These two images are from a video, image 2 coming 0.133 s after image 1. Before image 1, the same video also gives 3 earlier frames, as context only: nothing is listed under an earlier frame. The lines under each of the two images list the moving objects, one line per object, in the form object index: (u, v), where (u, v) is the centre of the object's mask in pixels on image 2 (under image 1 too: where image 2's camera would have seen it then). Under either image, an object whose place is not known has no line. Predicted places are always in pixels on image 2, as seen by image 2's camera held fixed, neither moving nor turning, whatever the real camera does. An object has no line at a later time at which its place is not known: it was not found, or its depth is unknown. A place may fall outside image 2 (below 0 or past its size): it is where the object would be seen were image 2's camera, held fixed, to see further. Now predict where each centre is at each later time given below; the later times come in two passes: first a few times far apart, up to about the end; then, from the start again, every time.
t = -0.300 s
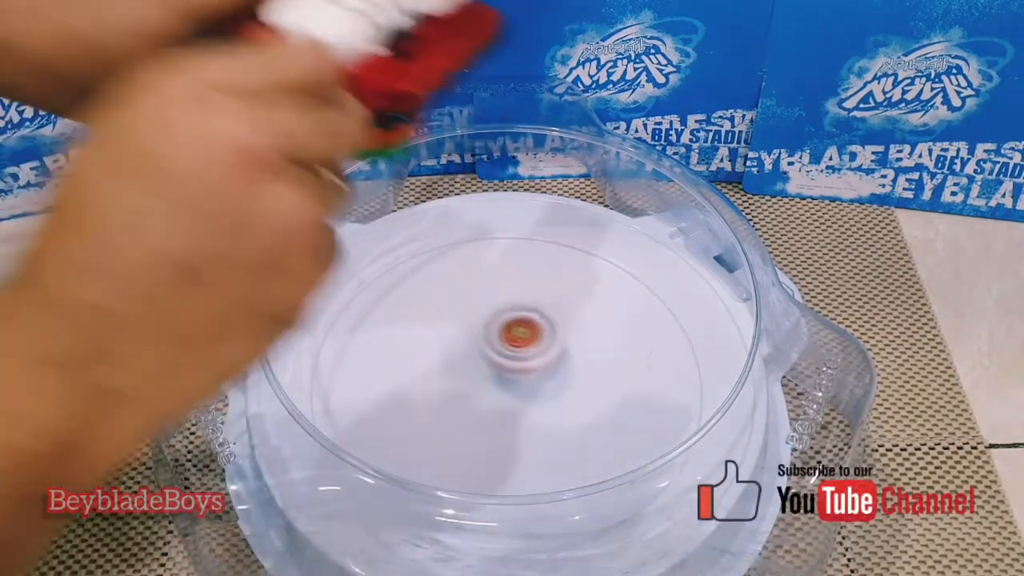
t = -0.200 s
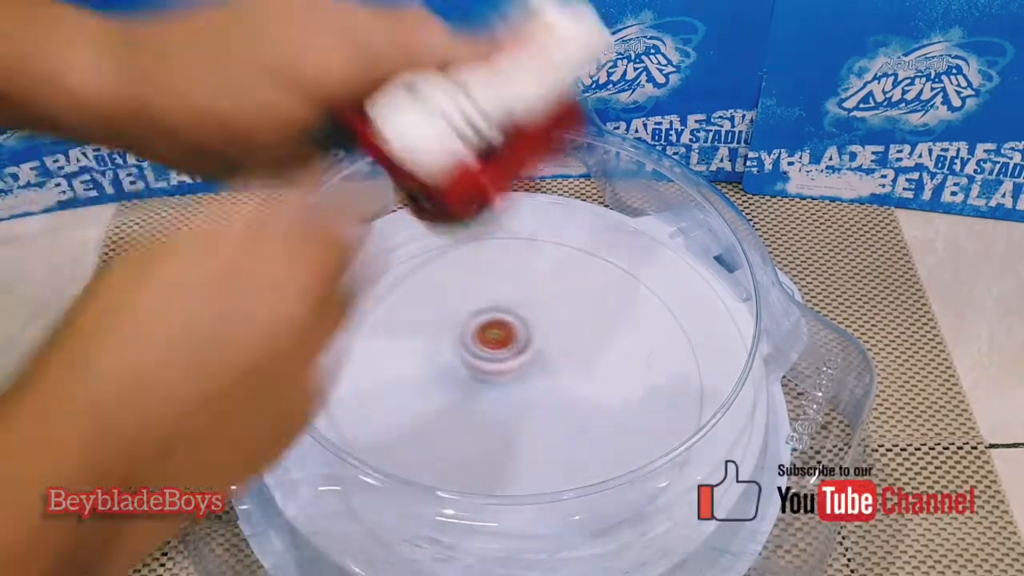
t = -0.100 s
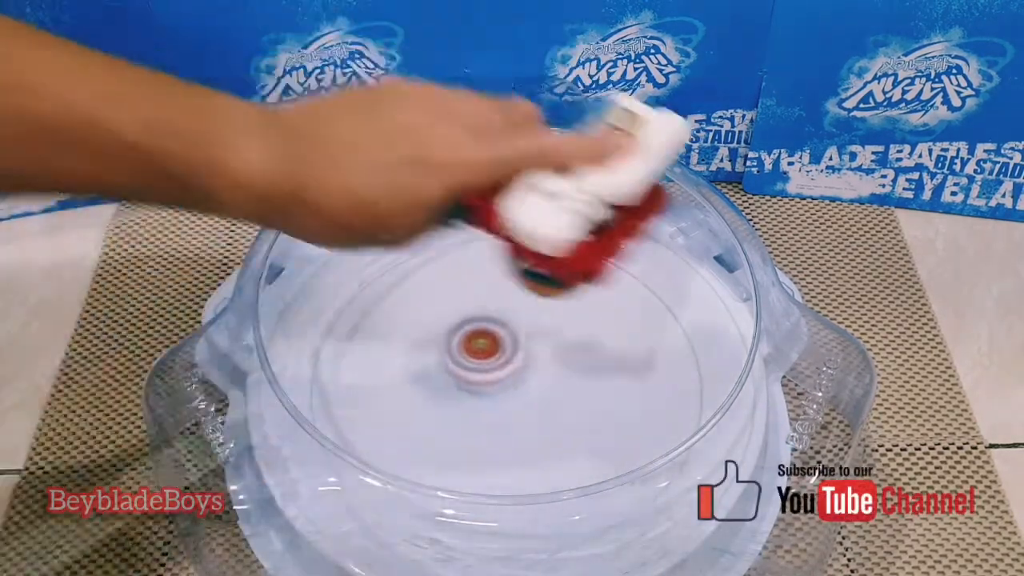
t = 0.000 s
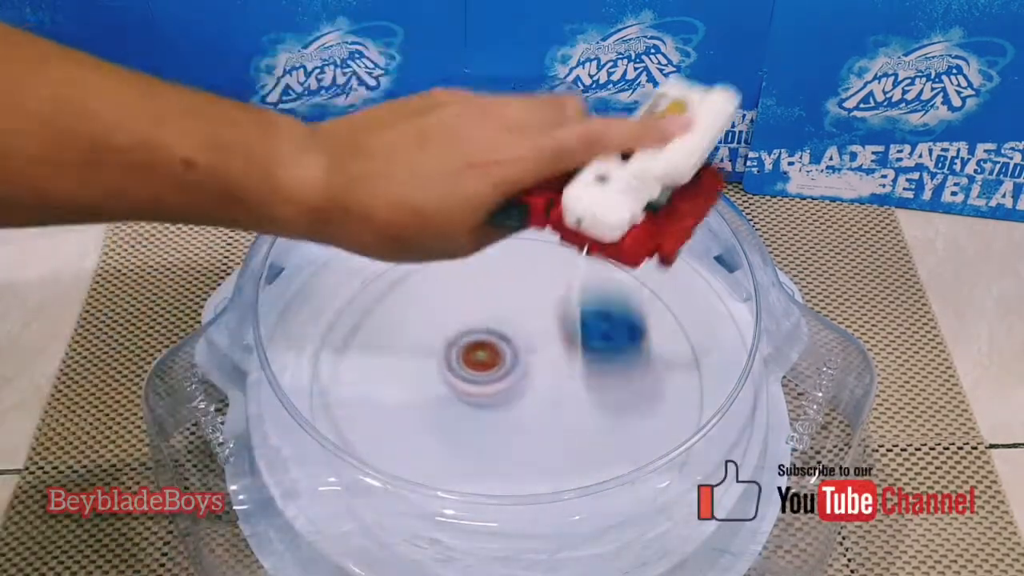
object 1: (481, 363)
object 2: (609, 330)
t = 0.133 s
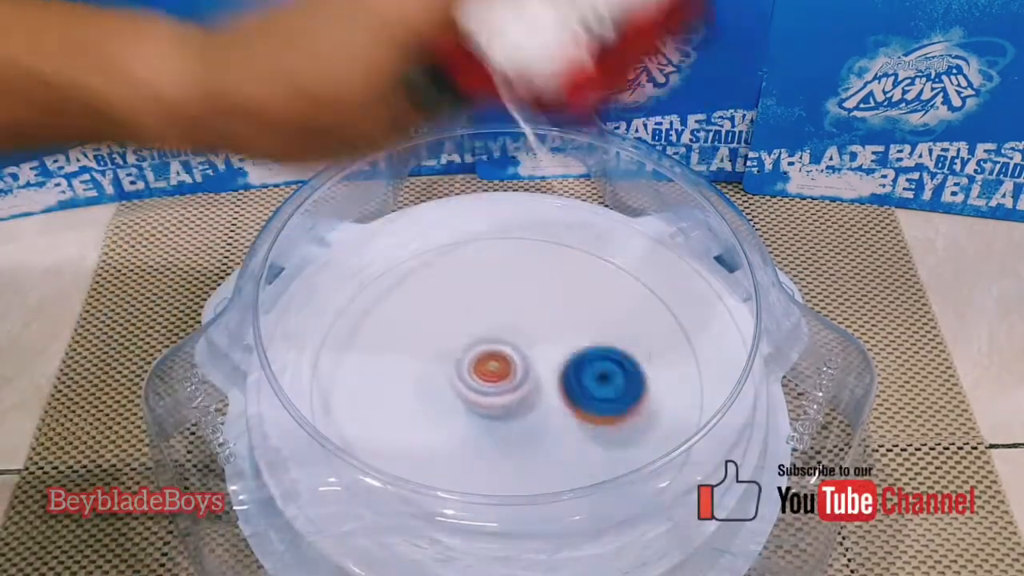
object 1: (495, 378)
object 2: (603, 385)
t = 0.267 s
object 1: (488, 362)
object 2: (585, 407)
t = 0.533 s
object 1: (440, 333)
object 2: (571, 365)
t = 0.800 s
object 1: (478, 404)
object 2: (518, 330)
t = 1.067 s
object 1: (583, 405)
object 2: (529, 333)
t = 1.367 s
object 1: (559, 316)
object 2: (467, 351)
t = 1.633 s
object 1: (444, 359)
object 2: (544, 452)
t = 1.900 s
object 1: (546, 465)
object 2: (581, 292)
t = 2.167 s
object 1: (630, 339)
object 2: (335, 332)
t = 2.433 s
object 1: (419, 306)
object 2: (582, 510)
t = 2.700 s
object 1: (425, 483)
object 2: (654, 264)
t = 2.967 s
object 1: (643, 399)
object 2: (364, 249)
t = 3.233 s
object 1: (513, 255)
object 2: (458, 530)
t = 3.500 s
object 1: (353, 366)
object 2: (750, 371)
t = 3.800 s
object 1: (584, 461)
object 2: (482, 248)
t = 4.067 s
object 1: (626, 297)
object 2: (344, 422)
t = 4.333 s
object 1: (451, 285)
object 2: (598, 475)
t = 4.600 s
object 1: (429, 437)
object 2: (610, 289)
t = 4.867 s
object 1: (608, 443)
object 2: (420, 274)
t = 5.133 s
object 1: (593, 310)
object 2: (414, 439)
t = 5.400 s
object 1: (428, 309)
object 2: (620, 436)
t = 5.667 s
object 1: (412, 439)
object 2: (603, 292)
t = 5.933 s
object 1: (590, 435)
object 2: (416, 320)
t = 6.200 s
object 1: (590, 301)
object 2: (443, 462)
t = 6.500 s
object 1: (429, 297)
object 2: (634, 400)
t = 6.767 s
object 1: (438, 433)
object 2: (528, 281)
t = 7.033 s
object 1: (605, 435)
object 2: (377, 339)
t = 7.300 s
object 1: (603, 316)
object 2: (474, 462)
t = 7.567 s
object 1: (448, 308)
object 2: (632, 376)
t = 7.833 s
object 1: (409, 421)
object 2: (537, 266)
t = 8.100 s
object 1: (564, 451)
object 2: (398, 352)
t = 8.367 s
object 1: (599, 326)
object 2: (516, 475)
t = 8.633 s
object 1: (475, 281)
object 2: (645, 373)
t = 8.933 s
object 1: (415, 400)
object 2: (487, 287)
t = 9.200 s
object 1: (561, 451)
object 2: (380, 393)
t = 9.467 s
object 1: (625, 347)
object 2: (532, 465)
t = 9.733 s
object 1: (502, 292)
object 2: (610, 338)
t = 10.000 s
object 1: (402, 375)
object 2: (474, 274)
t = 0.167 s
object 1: (497, 380)
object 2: (594, 385)
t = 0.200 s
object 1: (499, 381)
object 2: (585, 396)
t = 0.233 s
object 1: (498, 379)
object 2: (582, 411)
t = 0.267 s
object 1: (488, 362)
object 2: (585, 407)
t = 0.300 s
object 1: (480, 352)
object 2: (589, 411)
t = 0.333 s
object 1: (474, 343)
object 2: (590, 411)
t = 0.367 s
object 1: (470, 338)
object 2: (591, 405)
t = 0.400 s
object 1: (465, 333)
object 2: (590, 398)
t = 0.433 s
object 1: (458, 330)
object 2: (587, 390)
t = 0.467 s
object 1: (453, 329)
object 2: (582, 382)
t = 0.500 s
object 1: (446, 330)
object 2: (577, 373)
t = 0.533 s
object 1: (440, 333)
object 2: (571, 365)
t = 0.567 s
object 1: (434, 338)
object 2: (563, 357)
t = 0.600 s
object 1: (431, 345)
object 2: (554, 349)
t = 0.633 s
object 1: (431, 354)
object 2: (545, 343)
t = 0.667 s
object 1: (434, 366)
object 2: (537, 338)
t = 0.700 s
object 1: (441, 377)
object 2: (530, 333)
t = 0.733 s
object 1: (454, 387)
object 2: (522, 332)
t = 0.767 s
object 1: (470, 393)
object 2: (517, 332)
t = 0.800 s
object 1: (478, 404)
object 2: (518, 330)
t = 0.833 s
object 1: (483, 417)
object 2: (526, 326)
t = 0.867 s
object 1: (492, 425)
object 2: (532, 324)
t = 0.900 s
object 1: (505, 430)
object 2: (536, 325)
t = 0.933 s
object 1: (520, 429)
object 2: (539, 328)
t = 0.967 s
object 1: (537, 427)
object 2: (540, 333)
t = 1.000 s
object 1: (553, 414)
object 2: (539, 338)
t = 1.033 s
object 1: (567, 407)
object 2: (535, 338)
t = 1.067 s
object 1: (583, 405)
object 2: (529, 333)
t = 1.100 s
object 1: (598, 405)
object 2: (520, 326)
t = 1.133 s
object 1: (608, 400)
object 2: (513, 320)
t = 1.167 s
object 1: (613, 391)
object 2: (505, 318)
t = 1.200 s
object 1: (613, 377)
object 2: (498, 318)
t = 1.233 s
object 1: (609, 363)
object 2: (493, 320)
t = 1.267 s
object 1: (601, 349)
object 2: (489, 325)
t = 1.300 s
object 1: (586, 336)
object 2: (486, 332)
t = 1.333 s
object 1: (567, 325)
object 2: (483, 340)
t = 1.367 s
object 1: (559, 316)
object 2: (467, 351)
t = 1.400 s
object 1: (552, 309)
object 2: (451, 366)
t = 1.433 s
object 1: (541, 305)
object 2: (443, 383)
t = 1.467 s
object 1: (527, 305)
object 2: (442, 402)
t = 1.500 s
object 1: (509, 307)
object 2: (451, 420)
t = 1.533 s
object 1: (490, 316)
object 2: (468, 435)
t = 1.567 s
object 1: (471, 327)
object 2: (489, 446)
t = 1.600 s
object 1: (455, 341)
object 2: (516, 452)
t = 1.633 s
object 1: (444, 359)
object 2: (544, 452)
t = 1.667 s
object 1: (439, 377)
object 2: (572, 444)
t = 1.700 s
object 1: (440, 399)
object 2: (596, 428)
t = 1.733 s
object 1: (445, 420)
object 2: (614, 408)
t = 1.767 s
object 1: (456, 437)
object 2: (623, 385)
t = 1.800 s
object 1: (473, 452)
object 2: (624, 358)
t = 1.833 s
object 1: (493, 462)
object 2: (617, 336)
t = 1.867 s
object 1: (521, 464)
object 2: (602, 312)
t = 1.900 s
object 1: (546, 465)
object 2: (581, 292)
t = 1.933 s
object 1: (571, 461)
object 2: (554, 277)
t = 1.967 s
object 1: (595, 452)
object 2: (524, 266)
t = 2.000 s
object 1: (617, 442)
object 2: (490, 262)
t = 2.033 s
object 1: (636, 427)
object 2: (456, 263)
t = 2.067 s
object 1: (647, 408)
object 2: (420, 270)
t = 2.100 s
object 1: (648, 385)
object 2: (387, 284)
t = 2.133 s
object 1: (642, 361)
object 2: (358, 305)
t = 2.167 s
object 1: (630, 339)
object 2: (335, 332)
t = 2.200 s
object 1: (612, 321)
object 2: (322, 363)
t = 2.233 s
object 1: (589, 305)
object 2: (324, 395)
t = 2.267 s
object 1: (561, 294)
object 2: (335, 433)
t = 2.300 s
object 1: (535, 288)
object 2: (365, 468)
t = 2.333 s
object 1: (506, 287)
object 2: (406, 495)
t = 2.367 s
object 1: (476, 289)
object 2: (461, 518)
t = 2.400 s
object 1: (447, 296)
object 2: (520, 523)
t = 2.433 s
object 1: (419, 306)
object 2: (582, 510)
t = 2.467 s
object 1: (396, 325)
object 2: (640, 484)
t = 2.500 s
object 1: (381, 343)
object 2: (685, 450)
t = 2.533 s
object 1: (365, 366)
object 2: (721, 410)
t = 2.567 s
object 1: (363, 394)
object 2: (743, 371)
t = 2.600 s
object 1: (367, 414)
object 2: (732, 341)
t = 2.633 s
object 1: (380, 442)
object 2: (708, 316)
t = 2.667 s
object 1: (398, 463)
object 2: (682, 289)
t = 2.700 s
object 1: (425, 483)
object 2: (654, 264)
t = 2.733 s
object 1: (455, 493)
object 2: (621, 243)
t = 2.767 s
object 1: (489, 502)
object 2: (585, 227)
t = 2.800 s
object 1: (526, 498)
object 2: (546, 214)
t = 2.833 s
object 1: (563, 487)
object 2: (505, 206)
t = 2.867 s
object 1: (598, 473)
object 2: (464, 203)
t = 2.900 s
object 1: (615, 448)
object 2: (422, 205)
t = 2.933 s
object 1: (634, 427)
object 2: (392, 221)
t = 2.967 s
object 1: (643, 399)
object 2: (364, 249)
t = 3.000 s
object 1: (645, 376)
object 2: (342, 277)
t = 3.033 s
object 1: (639, 350)
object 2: (325, 311)
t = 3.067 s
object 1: (626, 326)
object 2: (318, 349)
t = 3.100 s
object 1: (610, 304)
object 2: (321, 387)
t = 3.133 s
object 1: (591, 287)
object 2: (335, 430)
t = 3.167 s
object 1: (570, 273)
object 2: (362, 469)
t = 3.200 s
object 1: (544, 263)
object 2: (404, 501)
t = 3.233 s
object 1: (513, 255)
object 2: (458, 530)
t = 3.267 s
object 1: (483, 254)
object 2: (511, 540)
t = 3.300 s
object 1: (455, 255)
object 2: (564, 540)
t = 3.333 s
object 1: (425, 262)
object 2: (613, 534)
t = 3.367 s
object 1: (402, 271)
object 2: (657, 507)
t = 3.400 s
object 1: (380, 291)
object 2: (690, 476)
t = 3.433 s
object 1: (364, 316)
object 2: (720, 442)
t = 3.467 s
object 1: (354, 340)
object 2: (742, 405)
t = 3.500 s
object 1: (353, 366)
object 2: (750, 371)
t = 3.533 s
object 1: (357, 390)
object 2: (735, 346)
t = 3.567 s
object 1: (370, 414)
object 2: (710, 324)
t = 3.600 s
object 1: (389, 437)
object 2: (686, 304)
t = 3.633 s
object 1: (417, 451)
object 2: (660, 287)
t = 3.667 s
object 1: (457, 462)
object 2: (628, 274)
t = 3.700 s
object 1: (487, 468)
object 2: (594, 262)
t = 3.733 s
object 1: (524, 483)
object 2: (558, 254)
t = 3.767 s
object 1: (556, 475)
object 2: (518, 249)
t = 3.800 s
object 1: (584, 461)
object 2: (482, 248)
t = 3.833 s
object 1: (605, 443)
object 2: (448, 252)
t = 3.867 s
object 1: (629, 426)
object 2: (415, 261)
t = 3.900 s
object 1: (645, 405)
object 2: (380, 274)
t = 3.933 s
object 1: (655, 385)
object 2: (352, 291)
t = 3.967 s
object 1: (656, 363)
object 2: (331, 316)
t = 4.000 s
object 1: (650, 339)
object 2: (322, 348)
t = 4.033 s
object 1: (642, 316)
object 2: (326, 387)
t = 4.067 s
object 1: (626, 297)
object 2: (344, 422)
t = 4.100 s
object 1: (607, 281)
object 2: (361, 458)
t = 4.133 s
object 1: (588, 270)
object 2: (392, 485)
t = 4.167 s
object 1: (565, 261)
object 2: (429, 502)
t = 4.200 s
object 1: (545, 259)
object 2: (467, 511)
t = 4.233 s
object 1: (520, 260)
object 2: (503, 511)
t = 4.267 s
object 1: (496, 264)
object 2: (539, 505)
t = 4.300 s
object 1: (473, 273)
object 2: (570, 492)
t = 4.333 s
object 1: (451, 285)
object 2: (598, 475)
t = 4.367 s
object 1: (431, 301)
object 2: (623, 446)
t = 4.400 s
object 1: (419, 315)
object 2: (642, 421)
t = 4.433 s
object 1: (407, 334)
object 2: (652, 394)
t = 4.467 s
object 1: (400, 354)
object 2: (652, 369)
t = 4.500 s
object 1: (401, 376)
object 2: (648, 343)
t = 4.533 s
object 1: (405, 397)
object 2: (640, 323)
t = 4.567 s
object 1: (416, 419)
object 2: (627, 305)
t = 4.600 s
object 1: (429, 437)
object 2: (610, 289)
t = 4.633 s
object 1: (448, 452)
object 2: (588, 275)
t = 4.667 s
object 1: (472, 461)
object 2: (565, 264)
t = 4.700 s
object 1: (495, 466)
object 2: (541, 256)
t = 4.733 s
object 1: (519, 467)
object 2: (517, 253)
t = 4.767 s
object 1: (544, 465)
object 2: (489, 252)
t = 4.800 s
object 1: (568, 461)
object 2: (463, 256)
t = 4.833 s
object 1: (594, 452)
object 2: (441, 263)
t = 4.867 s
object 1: (608, 443)
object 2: (420, 274)
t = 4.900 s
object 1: (625, 431)
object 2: (402, 289)
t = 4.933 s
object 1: (636, 412)
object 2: (388, 307)
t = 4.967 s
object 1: (639, 394)
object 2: (379, 327)
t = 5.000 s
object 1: (636, 375)
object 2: (375, 348)
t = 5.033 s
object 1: (631, 356)
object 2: (376, 372)
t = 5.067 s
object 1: (622, 339)
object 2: (382, 397)
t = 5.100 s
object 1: (608, 323)
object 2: (396, 418)
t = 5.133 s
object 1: (593, 310)
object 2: (414, 439)
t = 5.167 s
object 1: (573, 301)
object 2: (436, 451)
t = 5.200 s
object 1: (551, 294)
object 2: (463, 460)
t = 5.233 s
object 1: (531, 290)
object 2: (491, 466)
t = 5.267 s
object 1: (511, 290)
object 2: (520, 473)
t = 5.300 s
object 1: (490, 290)
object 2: (551, 471)
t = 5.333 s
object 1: (467, 293)
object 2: (578, 463)
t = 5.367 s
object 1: (447, 301)
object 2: (600, 448)
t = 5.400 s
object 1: (428, 309)
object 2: (620, 436)
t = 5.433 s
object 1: (412, 320)
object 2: (636, 422)
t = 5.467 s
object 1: (401, 333)
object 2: (646, 402)
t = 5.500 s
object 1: (393, 349)
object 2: (652, 382)
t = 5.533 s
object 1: (385, 365)
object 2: (653, 362)
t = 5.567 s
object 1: (384, 385)
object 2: (648, 341)
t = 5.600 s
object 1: (389, 405)
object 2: (638, 322)
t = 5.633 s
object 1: (399, 423)
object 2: (623, 305)
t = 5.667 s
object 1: (412, 439)
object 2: (603, 292)
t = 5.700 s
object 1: (432, 450)
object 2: (581, 282)
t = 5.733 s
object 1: (457, 458)
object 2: (557, 276)
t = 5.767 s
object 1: (479, 462)
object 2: (531, 274)
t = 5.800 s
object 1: (501, 464)
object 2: (503, 276)
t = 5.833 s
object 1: (529, 462)
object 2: (478, 282)
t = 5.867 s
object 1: (552, 457)
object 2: (455, 292)
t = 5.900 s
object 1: (572, 448)
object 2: (434, 305)
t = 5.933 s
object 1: (590, 435)
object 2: (416, 320)
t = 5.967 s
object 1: (605, 418)
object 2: (403, 338)
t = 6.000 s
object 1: (616, 402)
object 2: (394, 358)
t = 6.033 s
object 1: (620, 383)
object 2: (389, 377)
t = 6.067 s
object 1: (621, 365)
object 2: (389, 399)
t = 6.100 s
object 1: (618, 348)
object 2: (395, 421)
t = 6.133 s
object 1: (612, 330)
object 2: (405, 439)
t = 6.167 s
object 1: (602, 315)
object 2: (421, 452)
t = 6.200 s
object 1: (590, 301)
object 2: (443, 462)
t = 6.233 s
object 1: (576, 291)
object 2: (467, 470)
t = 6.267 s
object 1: (560, 283)
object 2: (493, 489)
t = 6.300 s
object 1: (544, 277)
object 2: (523, 490)
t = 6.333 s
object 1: (523, 272)
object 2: (550, 485)
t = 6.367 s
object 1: (500, 271)
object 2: (578, 475)
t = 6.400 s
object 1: (481, 273)
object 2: (600, 459)
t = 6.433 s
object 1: (460, 279)
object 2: (616, 440)
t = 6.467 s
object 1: (444, 288)
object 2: (628, 422)
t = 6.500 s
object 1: (429, 297)
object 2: (634, 400)
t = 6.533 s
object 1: (418, 312)
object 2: (635, 379)
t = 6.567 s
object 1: (408, 327)
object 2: (630, 359)
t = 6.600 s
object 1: (401, 347)
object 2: (620, 340)
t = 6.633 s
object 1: (400, 367)
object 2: (606, 322)
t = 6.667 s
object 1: (404, 386)
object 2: (589, 308)
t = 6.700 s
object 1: (413, 404)
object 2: (570, 296)
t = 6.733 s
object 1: (423, 420)
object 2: (550, 287)
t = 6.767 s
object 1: (438, 433)
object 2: (528, 281)
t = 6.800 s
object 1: (457, 445)
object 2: (505, 278)
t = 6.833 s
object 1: (480, 455)
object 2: (481, 278)
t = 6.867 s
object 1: (502, 459)
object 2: (458, 280)
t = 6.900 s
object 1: (526, 460)
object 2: (438, 286)
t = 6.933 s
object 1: (547, 457)
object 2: (418, 295)
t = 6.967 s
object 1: (568, 452)
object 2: (401, 307)
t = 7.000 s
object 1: (588, 445)
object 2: (387, 321)
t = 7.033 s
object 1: (605, 435)
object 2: (377, 339)
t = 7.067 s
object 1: (621, 422)
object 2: (371, 358)
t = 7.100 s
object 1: (631, 405)
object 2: (369, 377)
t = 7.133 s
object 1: (636, 389)
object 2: (374, 397)
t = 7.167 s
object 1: (636, 372)
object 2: (384, 416)
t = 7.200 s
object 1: (633, 356)
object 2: (401, 436)
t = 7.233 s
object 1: (625, 339)
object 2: (423, 448)
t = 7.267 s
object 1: (615, 327)
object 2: (447, 457)
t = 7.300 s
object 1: (603, 316)
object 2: (474, 462)
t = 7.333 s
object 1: (585, 304)
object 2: (504, 464)
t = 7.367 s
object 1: (566, 297)
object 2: (532, 461)
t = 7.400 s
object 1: (546, 292)
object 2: (559, 455)
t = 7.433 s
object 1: (525, 290)
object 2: (584, 445)
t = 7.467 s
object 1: (504, 291)
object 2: (603, 431)
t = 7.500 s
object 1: (484, 294)
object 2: (617, 413)
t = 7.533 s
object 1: (465, 300)
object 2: (627, 395)
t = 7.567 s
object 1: (448, 308)
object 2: (632, 376)
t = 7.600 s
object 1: (433, 317)
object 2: (633, 356)
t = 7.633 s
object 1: (420, 328)
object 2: (630, 337)
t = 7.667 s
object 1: (409, 342)
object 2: (622, 319)
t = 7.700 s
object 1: (401, 357)
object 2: (611, 303)
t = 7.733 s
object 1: (398, 373)
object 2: (597, 290)
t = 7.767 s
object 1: (397, 390)
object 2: (579, 279)
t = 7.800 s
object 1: (401, 405)
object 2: (559, 271)
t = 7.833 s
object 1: (409, 421)
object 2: (537, 266)
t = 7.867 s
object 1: (420, 436)
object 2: (513, 264)
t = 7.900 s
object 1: (437, 448)
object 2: (491, 266)
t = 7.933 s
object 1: (455, 456)
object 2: (468, 273)
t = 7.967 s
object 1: (478, 461)
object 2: (447, 284)
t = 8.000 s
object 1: (498, 463)
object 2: (429, 298)
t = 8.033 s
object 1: (521, 462)
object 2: (414, 314)
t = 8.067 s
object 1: (543, 458)
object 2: (404, 332)
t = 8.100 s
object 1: (564, 451)
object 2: (398, 352)
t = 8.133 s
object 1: (583, 439)
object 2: (398, 372)
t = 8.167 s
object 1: (598, 423)
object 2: (403, 396)
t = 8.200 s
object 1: (608, 407)
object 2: (411, 416)
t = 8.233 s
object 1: (614, 391)
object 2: (426, 435)
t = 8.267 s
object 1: (615, 374)
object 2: (443, 450)
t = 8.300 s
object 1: (613, 356)
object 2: (465, 458)
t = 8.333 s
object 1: (607, 340)
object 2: (488, 464)
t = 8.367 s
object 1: (599, 326)
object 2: (516, 475)
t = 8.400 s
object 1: (589, 313)
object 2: (542, 475)
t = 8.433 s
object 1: (576, 302)
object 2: (568, 470)
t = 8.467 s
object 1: (561, 294)
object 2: (589, 456)
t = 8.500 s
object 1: (546, 285)
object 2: (611, 443)
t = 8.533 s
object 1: (529, 282)
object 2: (628, 430)
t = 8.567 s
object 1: (511, 278)
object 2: (640, 412)
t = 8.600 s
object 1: (493, 279)
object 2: (645, 393)
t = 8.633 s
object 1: (475, 281)
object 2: (645, 373)
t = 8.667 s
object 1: (458, 285)
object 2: (641, 356)
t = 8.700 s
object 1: (442, 293)
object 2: (631, 338)
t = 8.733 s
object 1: (428, 304)
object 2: (616, 322)
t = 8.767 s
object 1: (416, 317)
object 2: (598, 308)
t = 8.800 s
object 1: (407, 332)
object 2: (579, 298)
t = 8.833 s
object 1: (403, 347)
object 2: (557, 291)
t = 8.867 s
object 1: (402, 365)
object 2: (534, 287)
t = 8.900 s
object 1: (405, 382)
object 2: (510, 285)
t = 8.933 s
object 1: (415, 400)
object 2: (487, 287)
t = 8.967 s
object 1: (426, 416)
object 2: (464, 292)
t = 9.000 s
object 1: (439, 429)
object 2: (443, 300)
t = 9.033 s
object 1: (456, 441)
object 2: (424, 311)
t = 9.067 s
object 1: (476, 450)
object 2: (408, 324)
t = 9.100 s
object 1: (498, 454)
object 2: (394, 340)
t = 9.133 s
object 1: (519, 456)
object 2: (385, 357)
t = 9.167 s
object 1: (541, 455)
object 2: (381, 375)
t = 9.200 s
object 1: (561, 451)
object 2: (380, 393)
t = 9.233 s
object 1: (581, 445)
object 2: (384, 412)
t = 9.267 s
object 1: (598, 434)
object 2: (393, 429)
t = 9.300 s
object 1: (611, 422)
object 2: (409, 442)
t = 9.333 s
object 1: (621, 408)
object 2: (430, 455)
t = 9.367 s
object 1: (628, 394)
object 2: (455, 463)
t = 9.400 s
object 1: (630, 378)
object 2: (480, 468)
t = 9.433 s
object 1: (630, 363)
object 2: (506, 468)
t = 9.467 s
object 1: (625, 347)
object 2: (532, 465)
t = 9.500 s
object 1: (617, 334)
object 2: (556, 459)
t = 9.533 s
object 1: (606, 322)
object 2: (578, 449)
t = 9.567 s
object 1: (591, 312)
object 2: (595, 435)
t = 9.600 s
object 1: (576, 304)
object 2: (607, 415)
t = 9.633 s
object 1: (558, 298)
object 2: (615, 396)
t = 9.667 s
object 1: (540, 295)
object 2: (618, 376)
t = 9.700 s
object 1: (521, 294)
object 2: (616, 356)
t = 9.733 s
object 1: (502, 292)
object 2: (610, 338)
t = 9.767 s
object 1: (484, 297)
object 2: (600, 321)
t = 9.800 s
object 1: (465, 303)
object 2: (588, 307)
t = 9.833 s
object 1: (449, 310)
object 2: (573, 294)
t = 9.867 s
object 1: (433, 321)
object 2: (556, 284)
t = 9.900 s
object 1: (421, 332)
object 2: (536, 277)
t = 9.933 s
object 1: (411, 345)
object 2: (516, 273)
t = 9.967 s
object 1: (405, 359)
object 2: (495, 272)
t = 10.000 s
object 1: (402, 375)
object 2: (474, 274)
